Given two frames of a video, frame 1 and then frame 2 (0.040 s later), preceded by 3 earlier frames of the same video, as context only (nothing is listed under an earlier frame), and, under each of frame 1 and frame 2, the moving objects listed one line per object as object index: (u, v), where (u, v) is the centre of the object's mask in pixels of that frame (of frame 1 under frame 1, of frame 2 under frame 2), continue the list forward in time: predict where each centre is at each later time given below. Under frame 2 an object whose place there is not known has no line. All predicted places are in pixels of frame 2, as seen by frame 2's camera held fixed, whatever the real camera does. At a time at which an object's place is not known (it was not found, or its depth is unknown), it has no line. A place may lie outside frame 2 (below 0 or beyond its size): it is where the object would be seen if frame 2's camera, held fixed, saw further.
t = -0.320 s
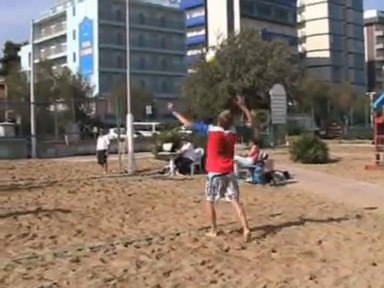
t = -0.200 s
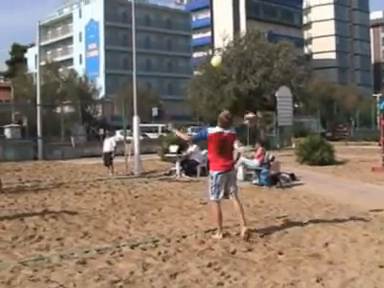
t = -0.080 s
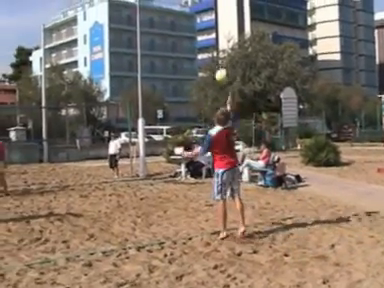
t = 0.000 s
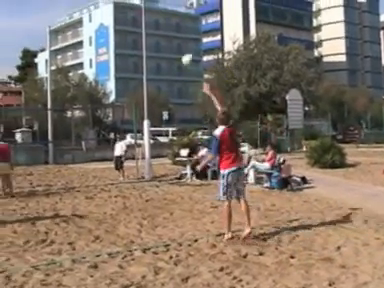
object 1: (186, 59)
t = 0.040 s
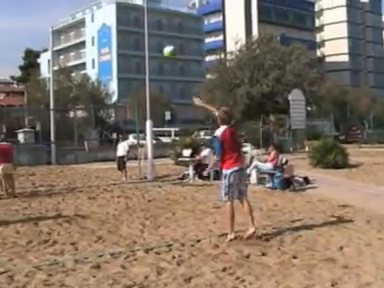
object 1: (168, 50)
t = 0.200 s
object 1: (103, 31)
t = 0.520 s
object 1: (17, 35)
